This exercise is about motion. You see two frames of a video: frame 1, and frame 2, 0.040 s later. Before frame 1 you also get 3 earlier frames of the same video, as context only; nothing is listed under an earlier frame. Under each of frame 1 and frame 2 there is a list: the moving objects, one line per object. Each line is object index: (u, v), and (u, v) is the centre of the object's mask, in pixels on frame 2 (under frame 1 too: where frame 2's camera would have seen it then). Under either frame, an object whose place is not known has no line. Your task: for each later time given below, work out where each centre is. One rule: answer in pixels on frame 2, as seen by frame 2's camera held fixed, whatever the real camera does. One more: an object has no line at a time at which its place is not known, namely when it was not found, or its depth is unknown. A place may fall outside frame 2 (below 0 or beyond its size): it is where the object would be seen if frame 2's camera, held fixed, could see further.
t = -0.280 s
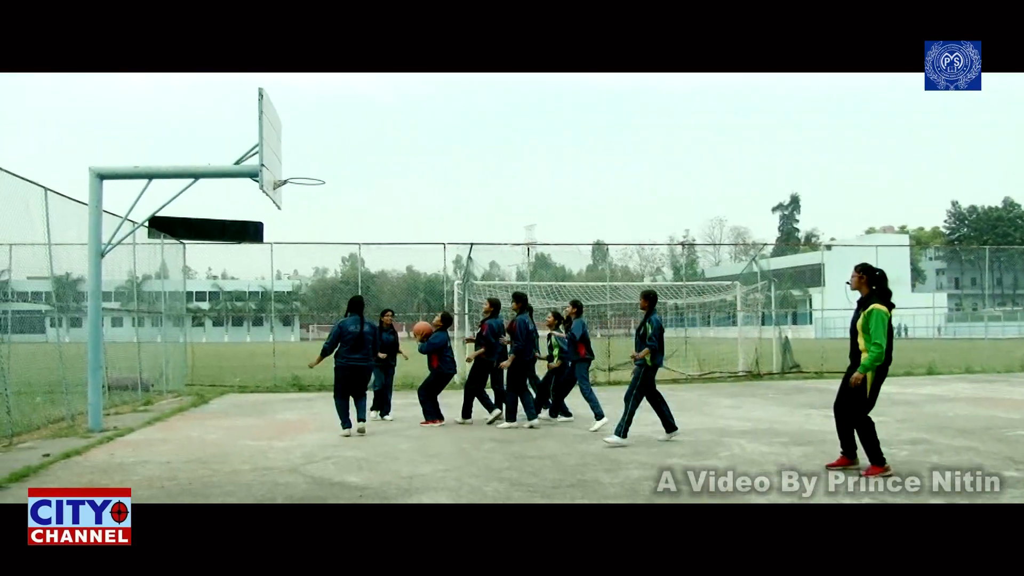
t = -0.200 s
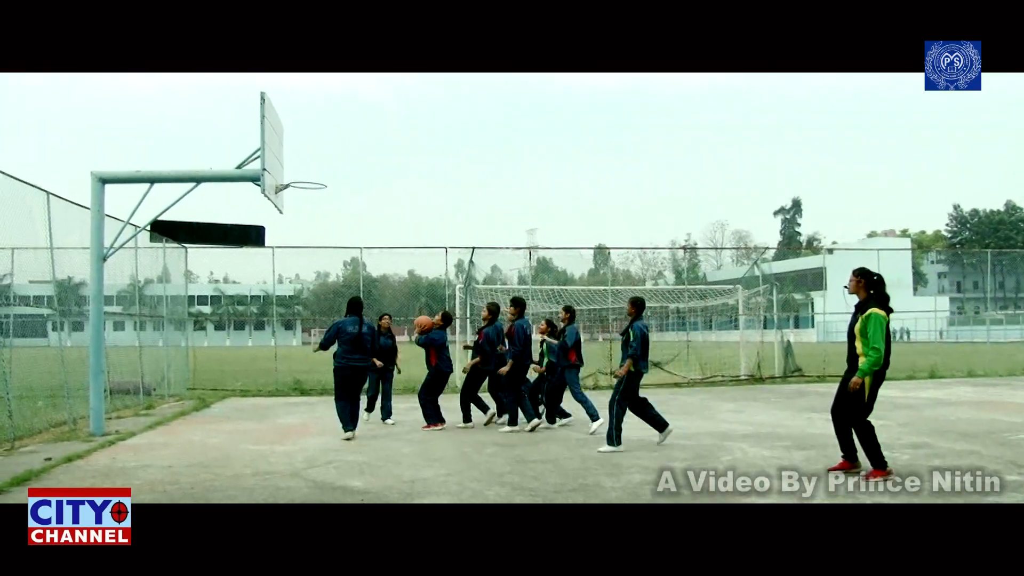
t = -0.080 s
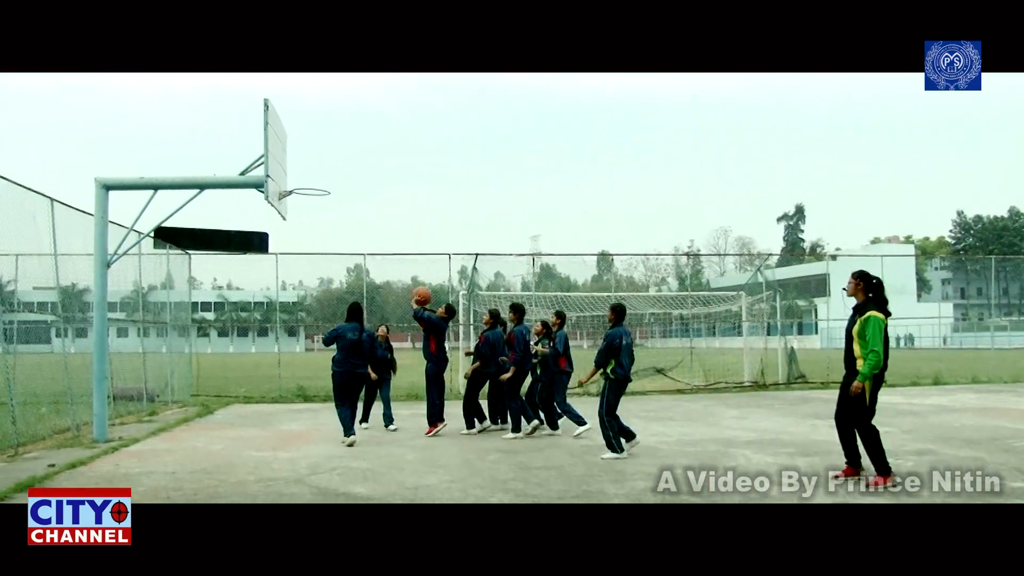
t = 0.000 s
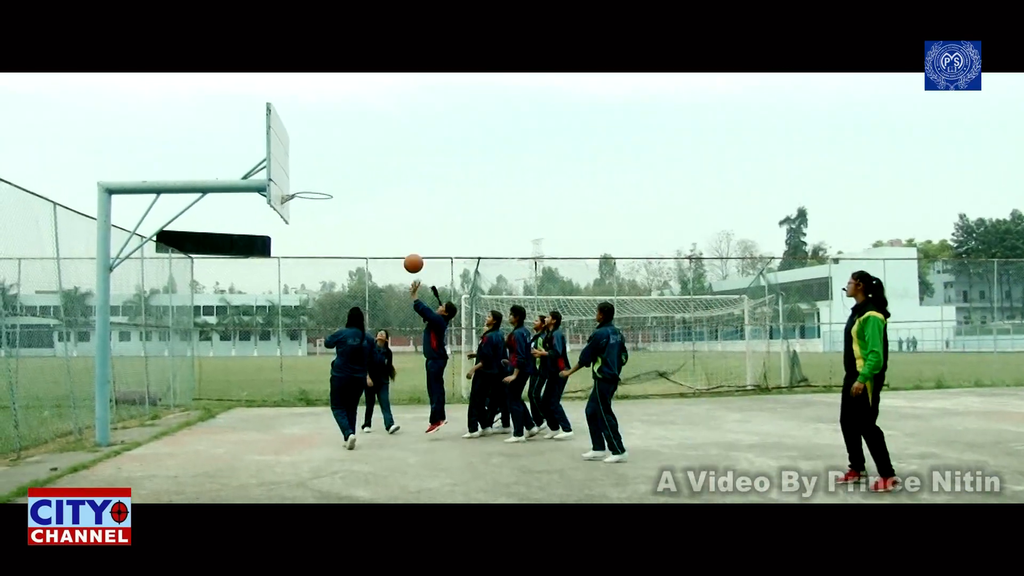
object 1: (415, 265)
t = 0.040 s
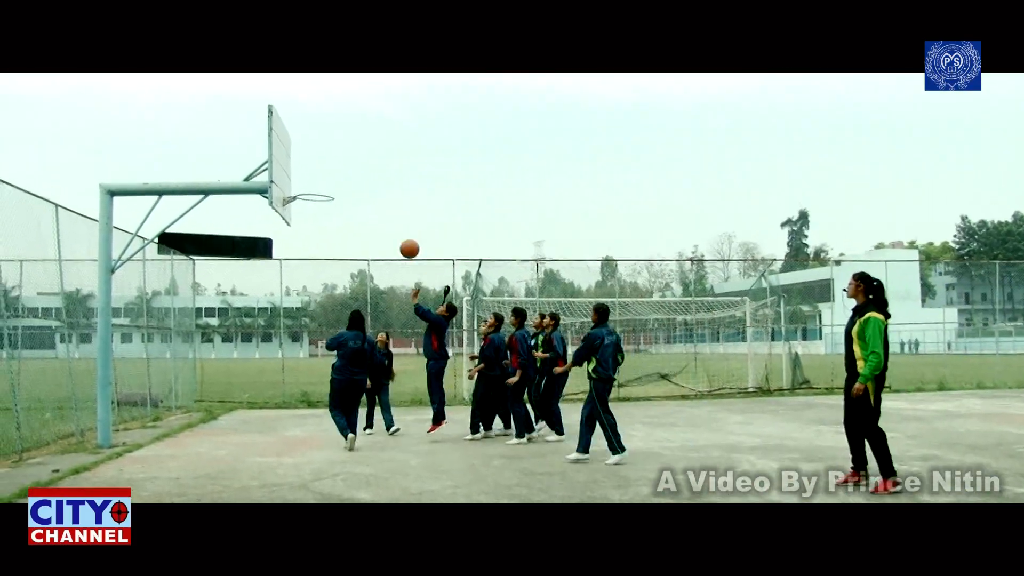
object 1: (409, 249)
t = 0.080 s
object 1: (404, 234)
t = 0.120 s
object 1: (399, 220)
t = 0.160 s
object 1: (394, 209)
